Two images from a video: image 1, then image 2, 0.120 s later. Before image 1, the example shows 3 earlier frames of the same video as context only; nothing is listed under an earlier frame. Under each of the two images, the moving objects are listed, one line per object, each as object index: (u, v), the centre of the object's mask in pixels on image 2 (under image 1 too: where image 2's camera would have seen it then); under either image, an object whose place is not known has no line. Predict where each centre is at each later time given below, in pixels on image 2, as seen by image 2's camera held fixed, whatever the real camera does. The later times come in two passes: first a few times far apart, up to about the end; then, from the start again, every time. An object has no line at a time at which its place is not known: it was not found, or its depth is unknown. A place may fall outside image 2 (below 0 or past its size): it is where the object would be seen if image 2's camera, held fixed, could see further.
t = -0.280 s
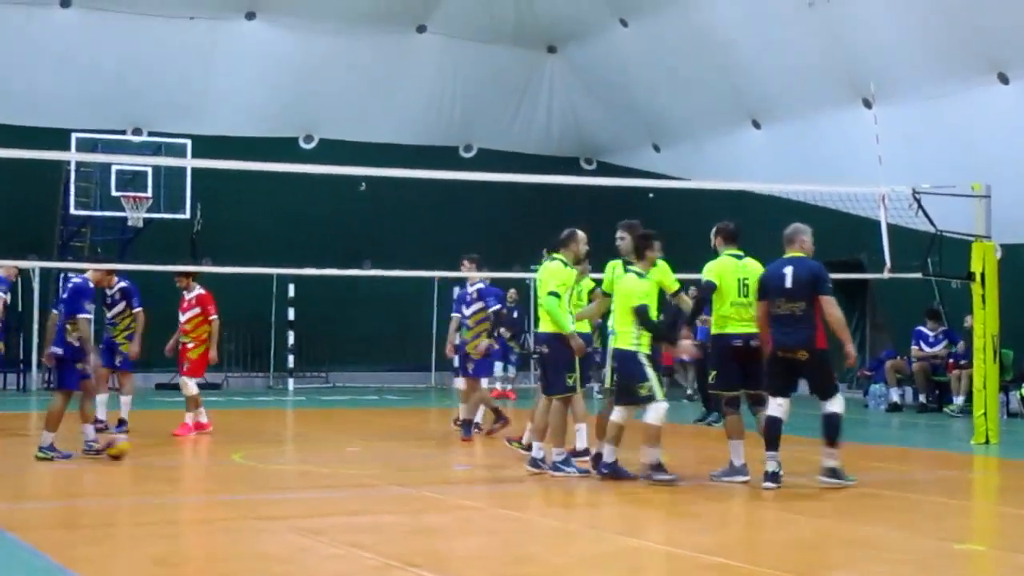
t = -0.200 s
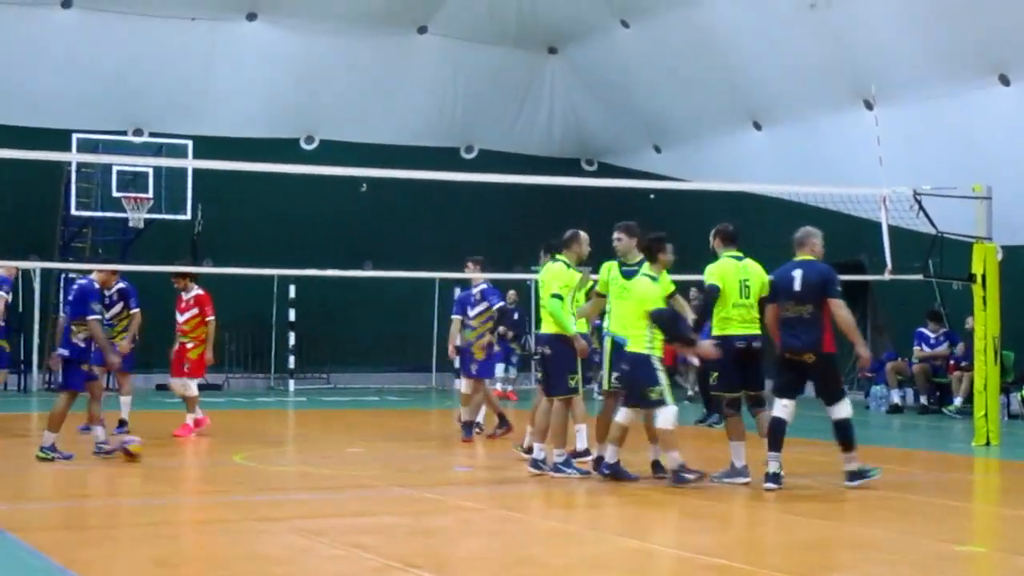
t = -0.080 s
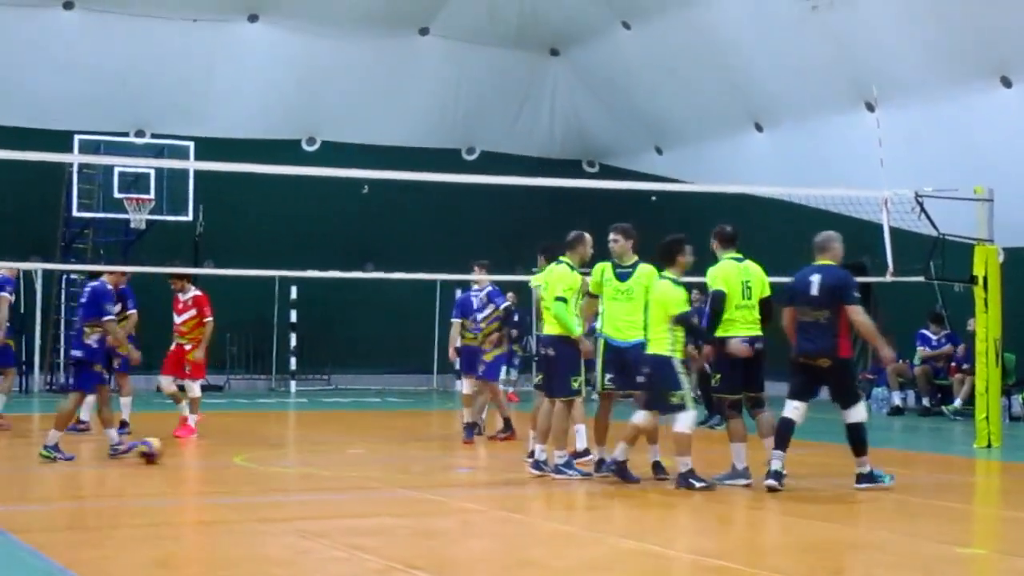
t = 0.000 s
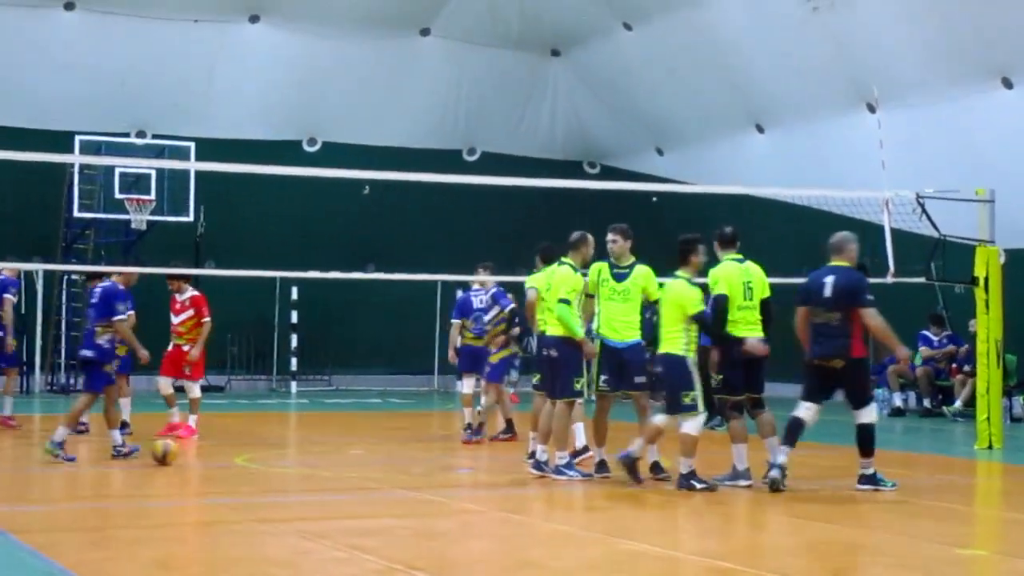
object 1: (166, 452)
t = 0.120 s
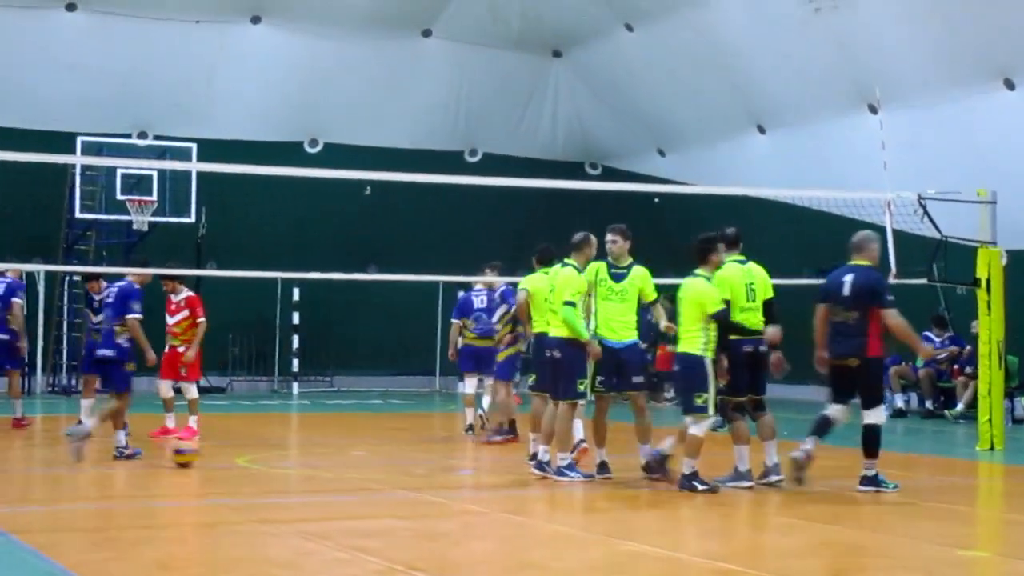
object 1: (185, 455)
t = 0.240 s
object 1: (203, 455)
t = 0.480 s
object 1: (241, 457)
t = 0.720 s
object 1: (279, 460)
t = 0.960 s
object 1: (316, 462)
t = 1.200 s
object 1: (353, 464)
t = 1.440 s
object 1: (390, 466)
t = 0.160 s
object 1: (191, 454)
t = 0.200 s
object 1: (198, 455)
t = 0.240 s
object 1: (203, 455)
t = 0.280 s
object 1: (209, 455)
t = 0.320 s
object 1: (215, 455)
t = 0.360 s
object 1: (222, 456)
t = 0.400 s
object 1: (228, 457)
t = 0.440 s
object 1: (234, 457)
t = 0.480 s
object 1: (241, 457)
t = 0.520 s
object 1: (248, 458)
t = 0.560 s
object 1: (254, 458)
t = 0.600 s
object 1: (260, 458)
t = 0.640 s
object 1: (265, 459)
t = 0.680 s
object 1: (272, 459)
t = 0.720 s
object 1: (279, 460)
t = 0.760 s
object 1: (285, 460)
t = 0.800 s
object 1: (290, 461)
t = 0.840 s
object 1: (297, 461)
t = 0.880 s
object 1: (303, 462)
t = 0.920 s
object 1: (309, 462)
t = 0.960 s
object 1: (316, 462)
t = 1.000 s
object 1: (322, 463)
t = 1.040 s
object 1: (328, 463)
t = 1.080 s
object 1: (334, 463)
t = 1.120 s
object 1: (341, 463)
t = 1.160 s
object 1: (347, 464)
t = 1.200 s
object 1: (353, 464)
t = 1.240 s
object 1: (359, 465)
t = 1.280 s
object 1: (365, 465)
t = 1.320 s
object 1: (371, 465)
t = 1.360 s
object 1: (377, 465)
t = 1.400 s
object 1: (383, 466)
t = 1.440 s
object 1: (390, 466)
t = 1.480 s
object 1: (396, 466)
